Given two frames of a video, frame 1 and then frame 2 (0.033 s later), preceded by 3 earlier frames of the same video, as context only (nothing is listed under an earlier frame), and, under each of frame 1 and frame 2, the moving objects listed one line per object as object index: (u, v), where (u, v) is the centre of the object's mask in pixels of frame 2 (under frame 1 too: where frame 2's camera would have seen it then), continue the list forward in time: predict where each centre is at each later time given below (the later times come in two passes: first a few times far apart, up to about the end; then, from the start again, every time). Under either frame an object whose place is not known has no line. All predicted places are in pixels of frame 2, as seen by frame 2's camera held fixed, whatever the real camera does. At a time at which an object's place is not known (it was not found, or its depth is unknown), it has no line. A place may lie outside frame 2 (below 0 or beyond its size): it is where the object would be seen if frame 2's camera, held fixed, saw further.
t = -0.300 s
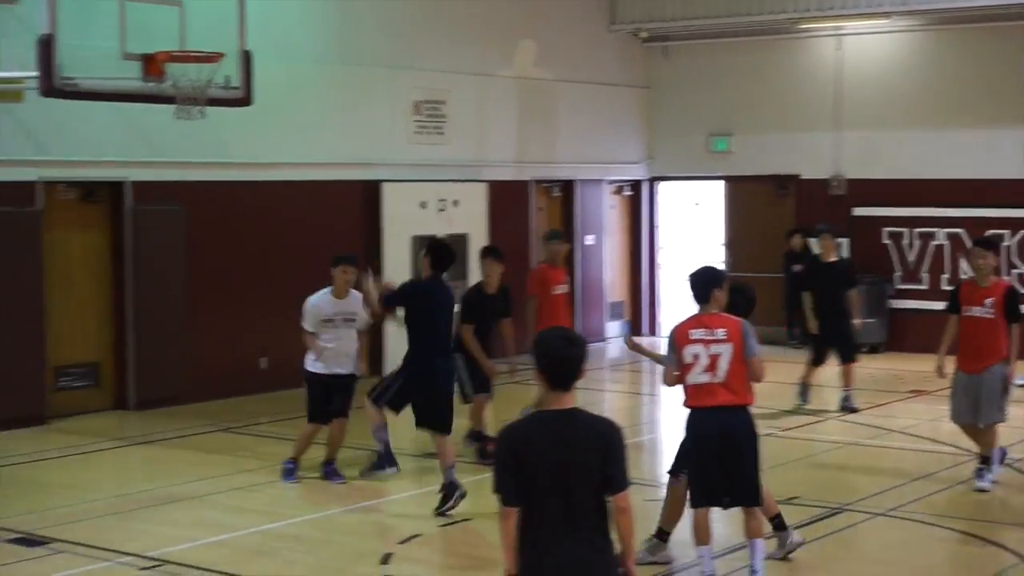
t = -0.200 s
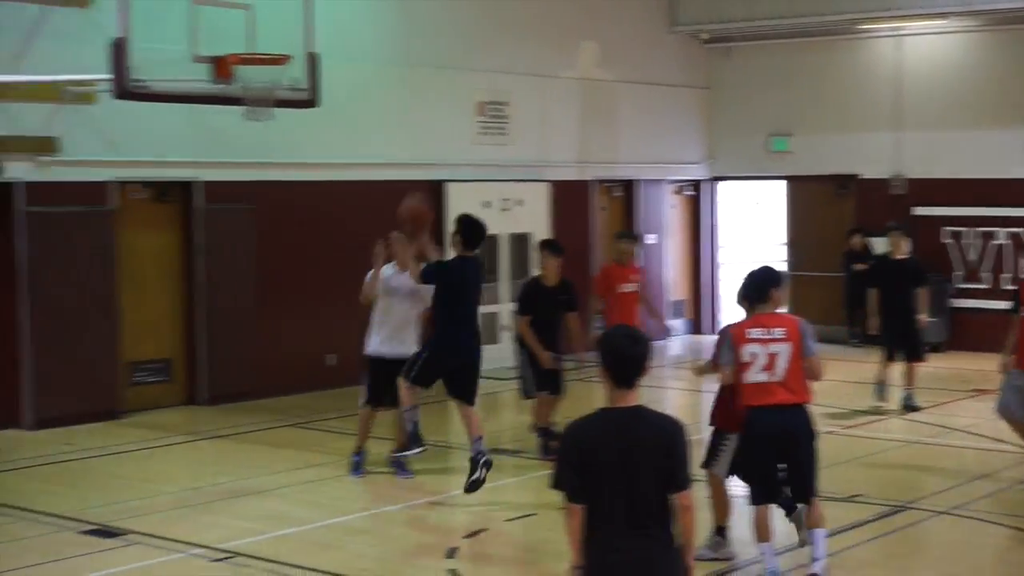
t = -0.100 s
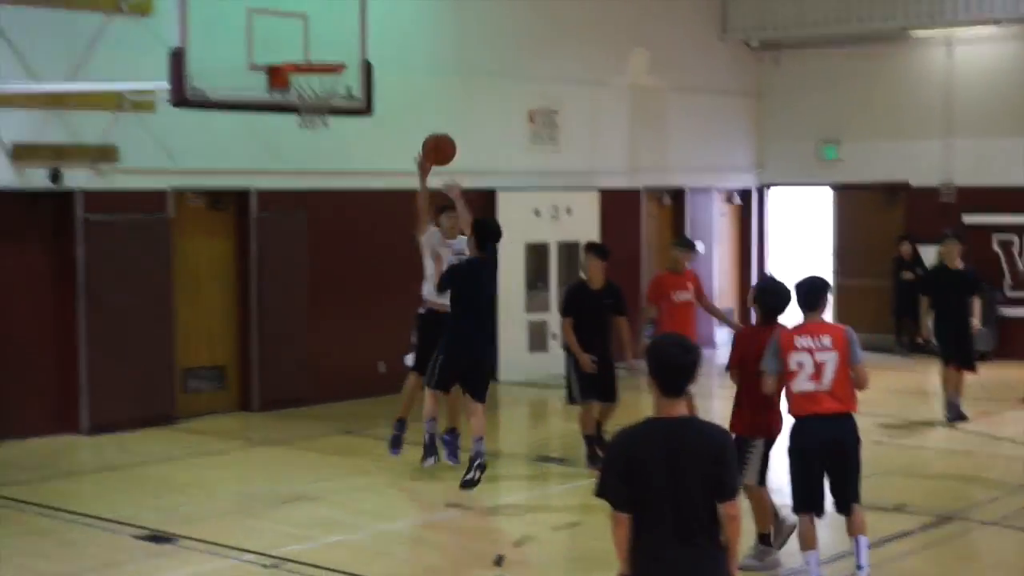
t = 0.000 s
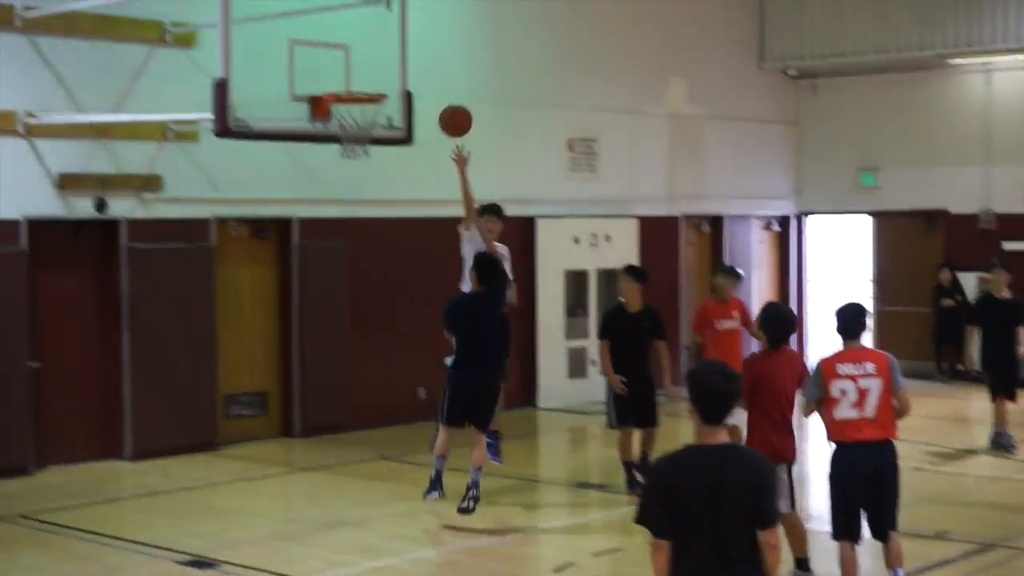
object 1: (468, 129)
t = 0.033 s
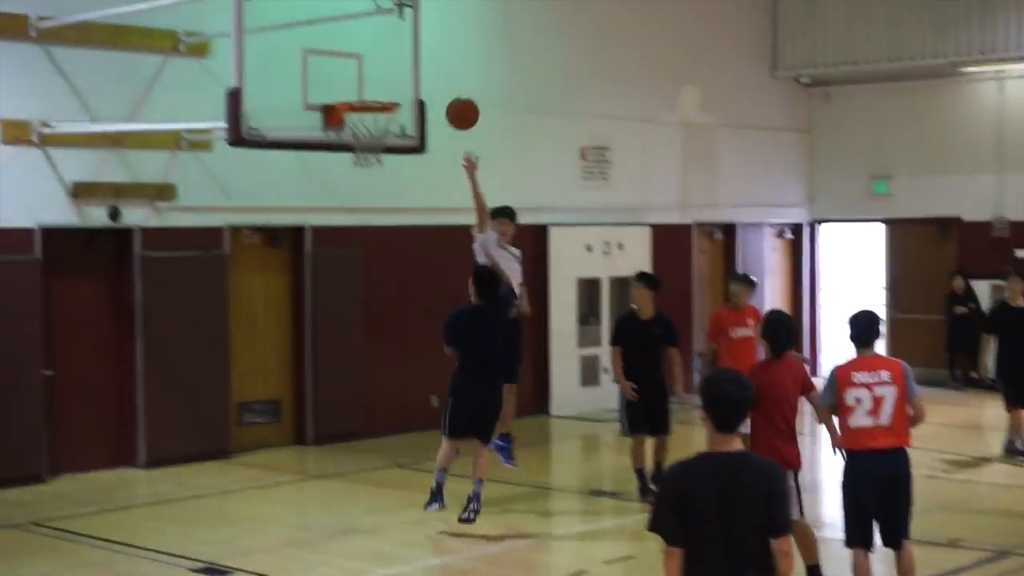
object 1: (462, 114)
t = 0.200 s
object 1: (436, 59)
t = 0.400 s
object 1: (405, 45)
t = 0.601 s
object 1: (375, 85)
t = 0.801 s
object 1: (352, 161)
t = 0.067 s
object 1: (457, 100)
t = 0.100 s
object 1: (452, 87)
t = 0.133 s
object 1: (446, 76)
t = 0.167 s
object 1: (441, 67)
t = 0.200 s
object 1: (436, 59)
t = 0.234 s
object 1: (430, 53)
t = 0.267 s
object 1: (425, 48)
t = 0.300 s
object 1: (420, 45)
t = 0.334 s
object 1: (415, 44)
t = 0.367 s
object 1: (410, 44)
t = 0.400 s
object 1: (405, 45)
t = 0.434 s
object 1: (400, 48)
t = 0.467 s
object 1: (395, 53)
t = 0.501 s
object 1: (390, 58)
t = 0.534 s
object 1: (385, 66)
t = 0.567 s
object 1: (380, 75)
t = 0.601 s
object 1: (375, 85)
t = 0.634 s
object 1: (370, 93)
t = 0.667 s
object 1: (365, 110)
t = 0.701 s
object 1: (361, 123)
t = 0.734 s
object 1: (357, 139)
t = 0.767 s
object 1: (354, 148)
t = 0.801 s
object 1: (352, 161)
